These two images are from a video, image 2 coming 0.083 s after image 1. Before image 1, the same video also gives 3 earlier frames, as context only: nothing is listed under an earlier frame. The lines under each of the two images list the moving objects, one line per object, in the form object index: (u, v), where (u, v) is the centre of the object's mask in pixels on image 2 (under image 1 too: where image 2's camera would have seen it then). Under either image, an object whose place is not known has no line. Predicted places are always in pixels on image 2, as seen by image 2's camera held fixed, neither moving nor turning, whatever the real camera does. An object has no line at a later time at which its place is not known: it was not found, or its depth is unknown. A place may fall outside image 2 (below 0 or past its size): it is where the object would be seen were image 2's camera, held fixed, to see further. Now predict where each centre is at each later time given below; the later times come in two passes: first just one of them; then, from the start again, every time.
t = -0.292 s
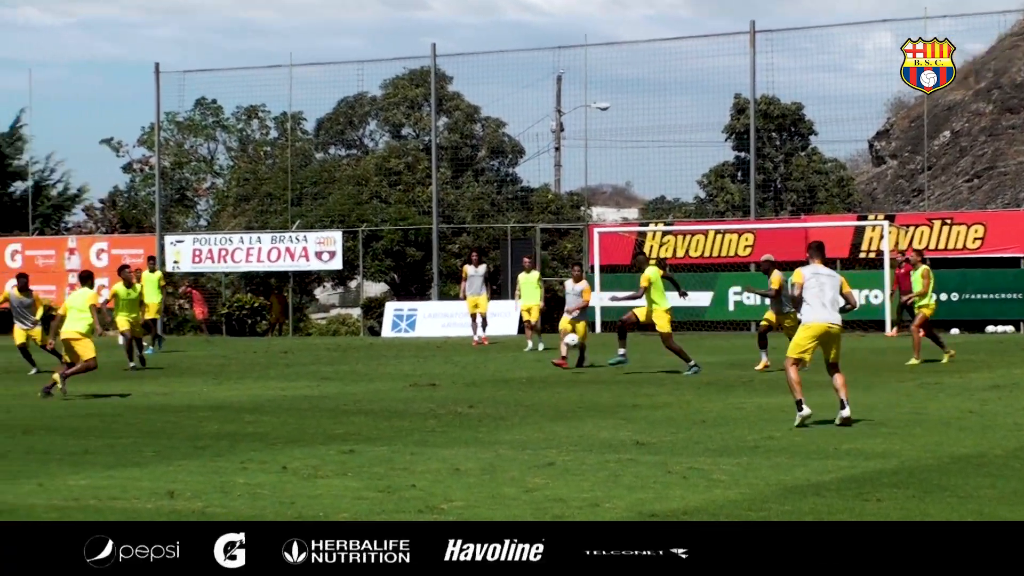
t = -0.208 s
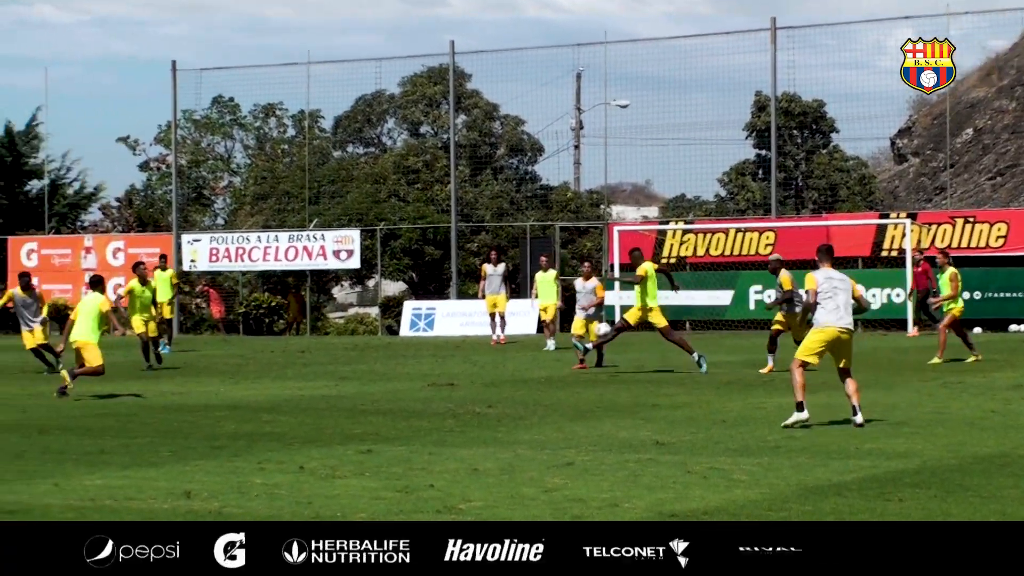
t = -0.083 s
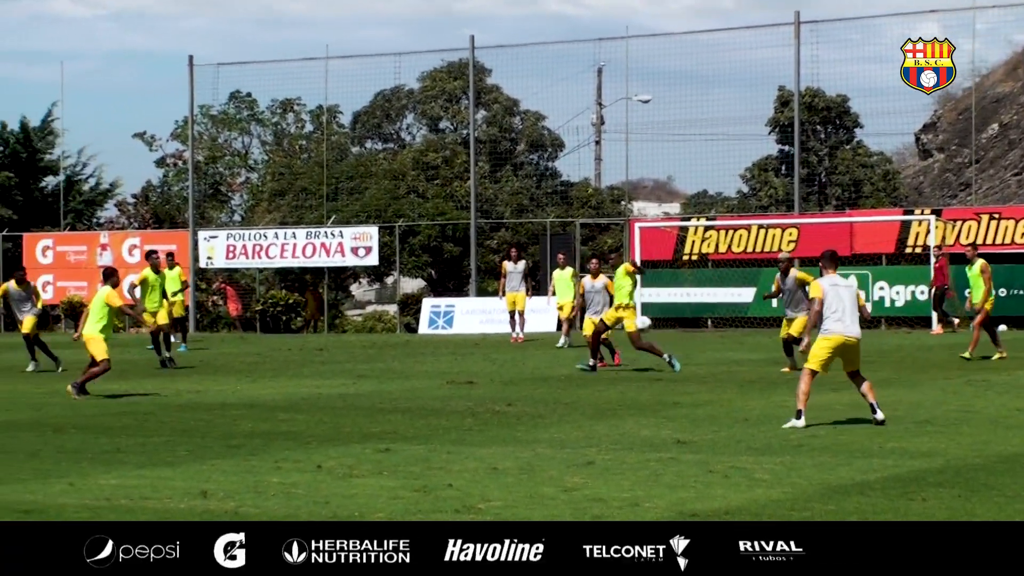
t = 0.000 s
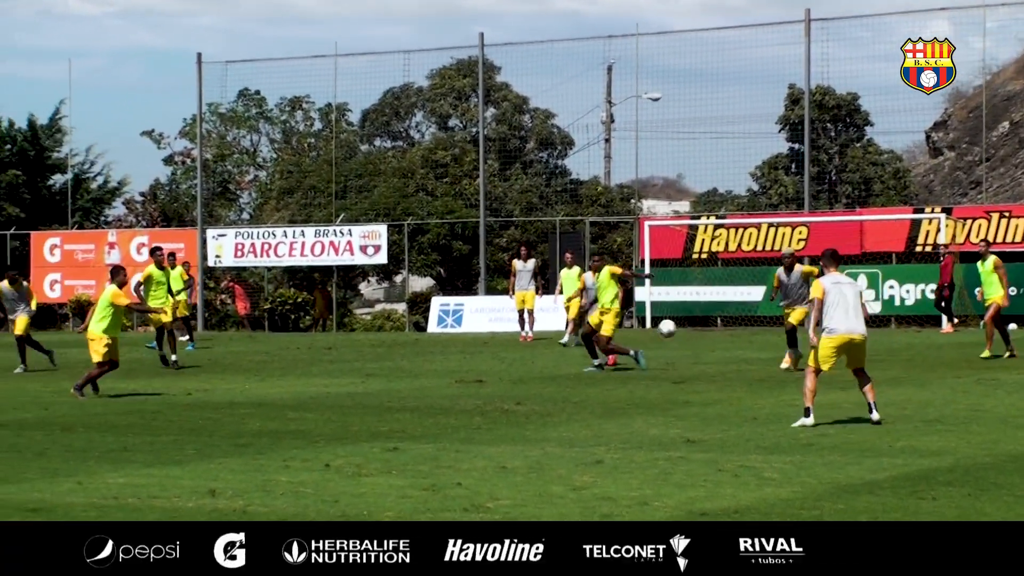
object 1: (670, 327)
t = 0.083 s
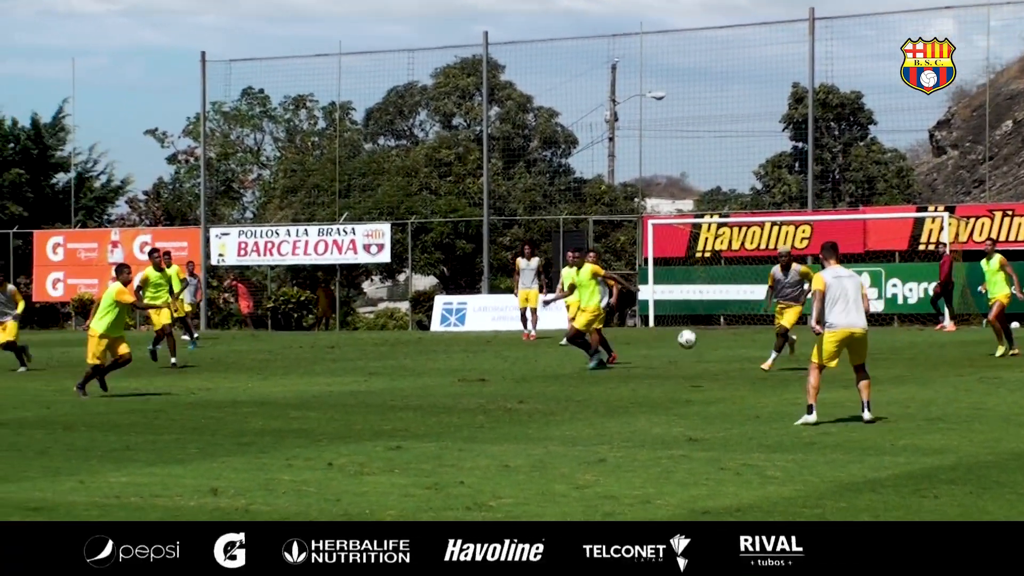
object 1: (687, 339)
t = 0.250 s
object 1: (732, 391)
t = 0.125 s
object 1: (696, 348)
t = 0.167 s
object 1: (706, 359)
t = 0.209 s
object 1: (721, 378)
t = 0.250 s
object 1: (732, 391)
